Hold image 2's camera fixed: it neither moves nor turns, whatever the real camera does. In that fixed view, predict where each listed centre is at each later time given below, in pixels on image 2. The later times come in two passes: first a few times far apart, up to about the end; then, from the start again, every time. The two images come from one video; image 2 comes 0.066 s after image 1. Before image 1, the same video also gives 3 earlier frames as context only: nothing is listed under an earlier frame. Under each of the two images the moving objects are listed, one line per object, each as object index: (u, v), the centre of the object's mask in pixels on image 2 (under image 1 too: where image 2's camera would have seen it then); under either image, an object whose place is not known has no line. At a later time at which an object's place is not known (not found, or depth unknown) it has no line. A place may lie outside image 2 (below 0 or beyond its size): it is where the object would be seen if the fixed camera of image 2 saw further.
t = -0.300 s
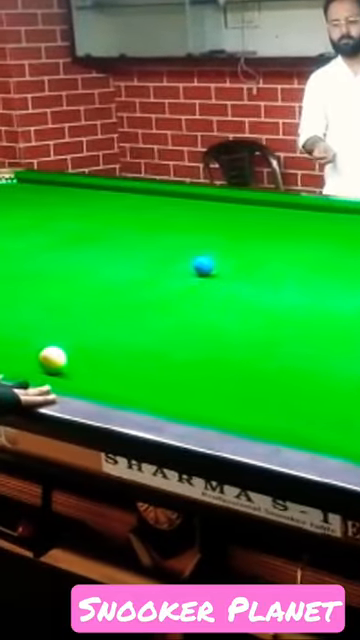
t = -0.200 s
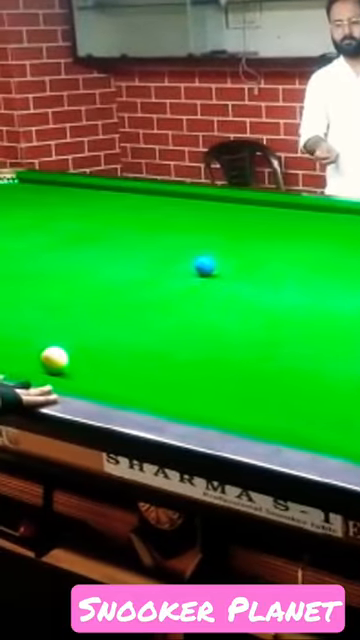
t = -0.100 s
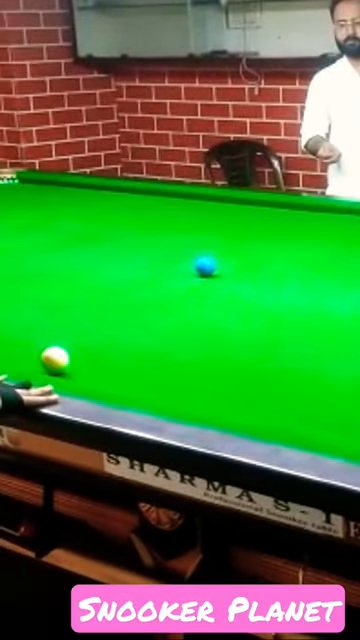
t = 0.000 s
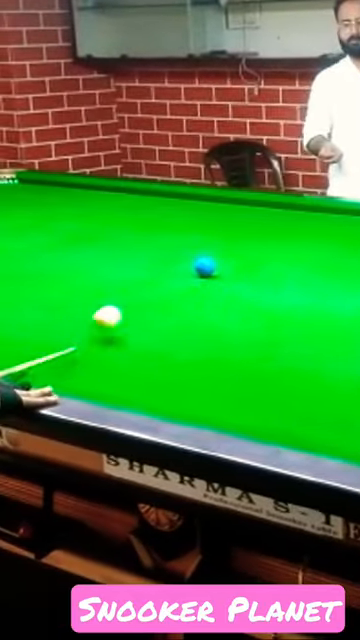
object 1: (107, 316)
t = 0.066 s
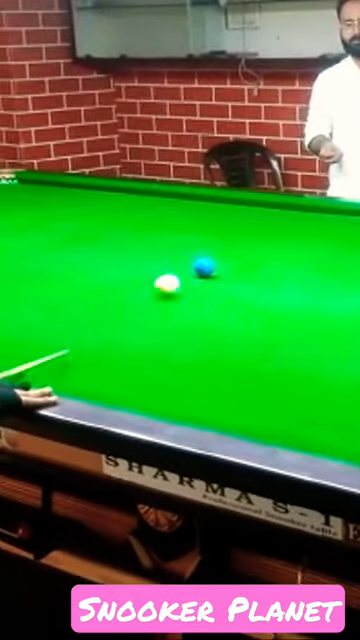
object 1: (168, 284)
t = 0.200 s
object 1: (143, 237)
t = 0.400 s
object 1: (75, 231)
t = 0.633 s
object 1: (30, 216)
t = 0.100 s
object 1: (189, 267)
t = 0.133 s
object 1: (173, 251)
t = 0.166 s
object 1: (158, 242)
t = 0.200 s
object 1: (143, 237)
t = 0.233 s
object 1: (129, 235)
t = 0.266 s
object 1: (116, 237)
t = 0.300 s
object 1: (104, 245)
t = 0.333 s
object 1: (93, 239)
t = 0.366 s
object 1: (84, 233)
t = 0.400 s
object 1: (75, 231)
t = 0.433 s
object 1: (67, 233)
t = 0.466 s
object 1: (61, 229)
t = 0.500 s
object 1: (54, 226)
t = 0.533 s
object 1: (48, 224)
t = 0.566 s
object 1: (42, 221)
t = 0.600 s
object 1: (36, 219)
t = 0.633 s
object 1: (30, 216)
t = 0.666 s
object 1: (24, 214)
